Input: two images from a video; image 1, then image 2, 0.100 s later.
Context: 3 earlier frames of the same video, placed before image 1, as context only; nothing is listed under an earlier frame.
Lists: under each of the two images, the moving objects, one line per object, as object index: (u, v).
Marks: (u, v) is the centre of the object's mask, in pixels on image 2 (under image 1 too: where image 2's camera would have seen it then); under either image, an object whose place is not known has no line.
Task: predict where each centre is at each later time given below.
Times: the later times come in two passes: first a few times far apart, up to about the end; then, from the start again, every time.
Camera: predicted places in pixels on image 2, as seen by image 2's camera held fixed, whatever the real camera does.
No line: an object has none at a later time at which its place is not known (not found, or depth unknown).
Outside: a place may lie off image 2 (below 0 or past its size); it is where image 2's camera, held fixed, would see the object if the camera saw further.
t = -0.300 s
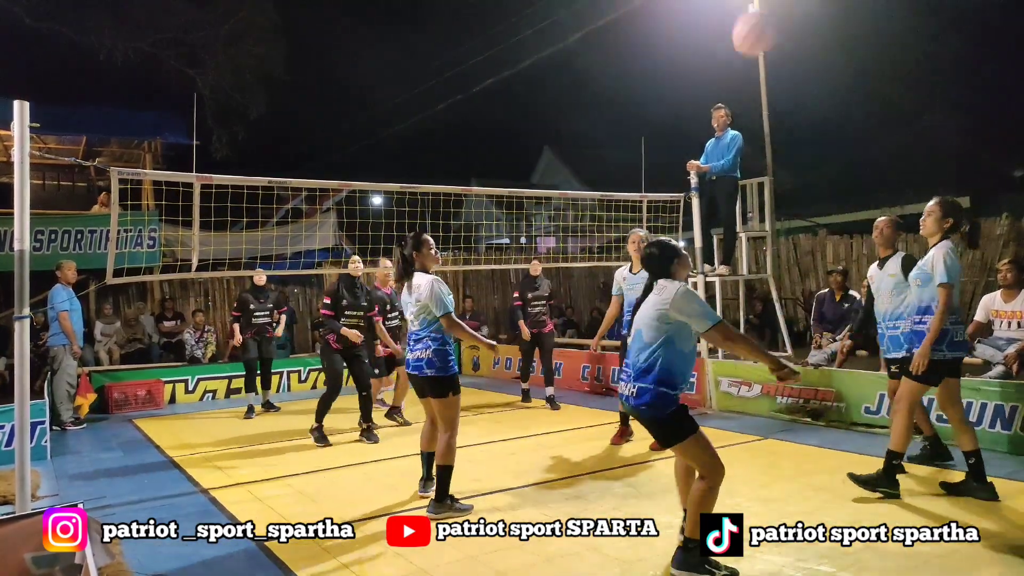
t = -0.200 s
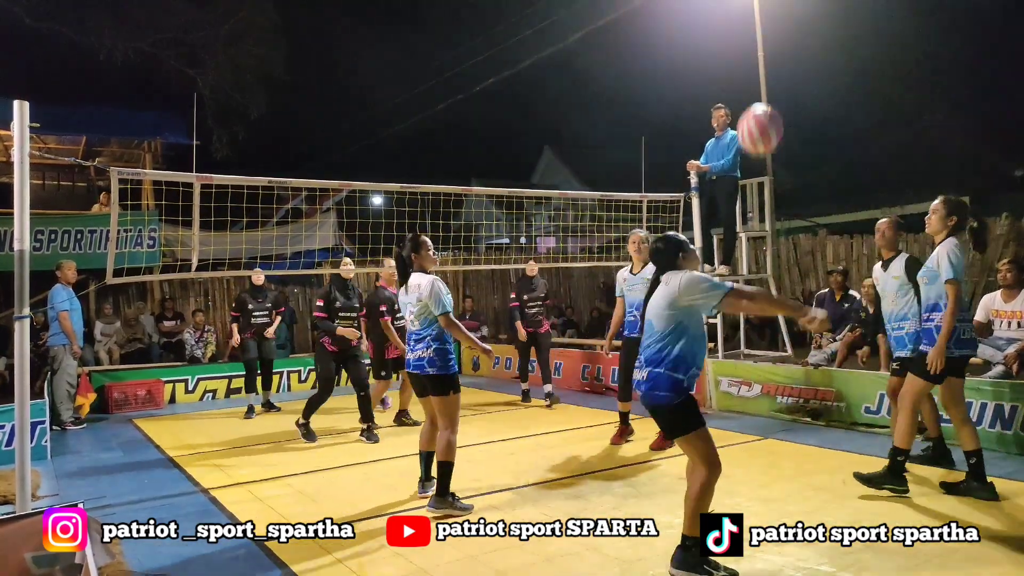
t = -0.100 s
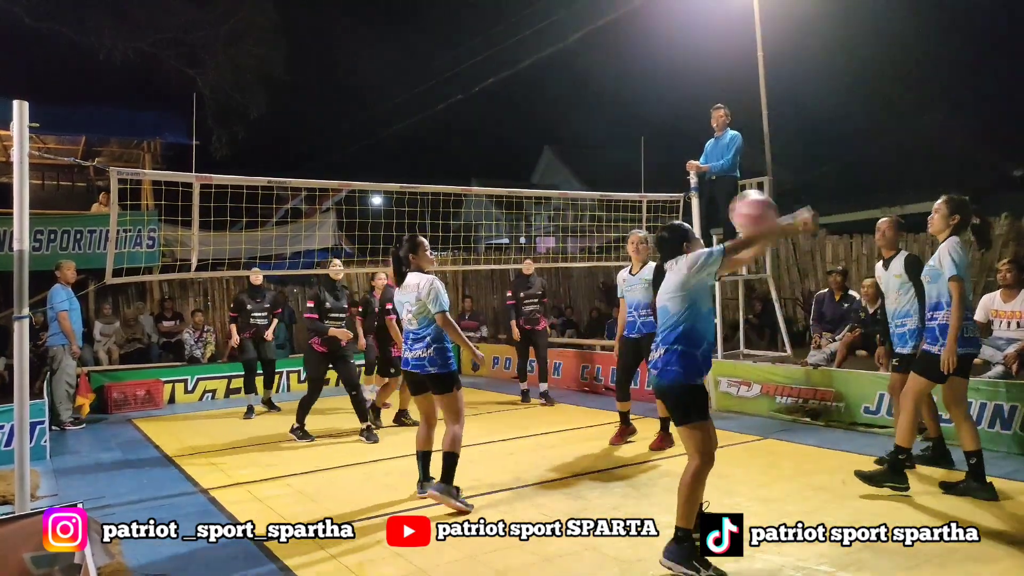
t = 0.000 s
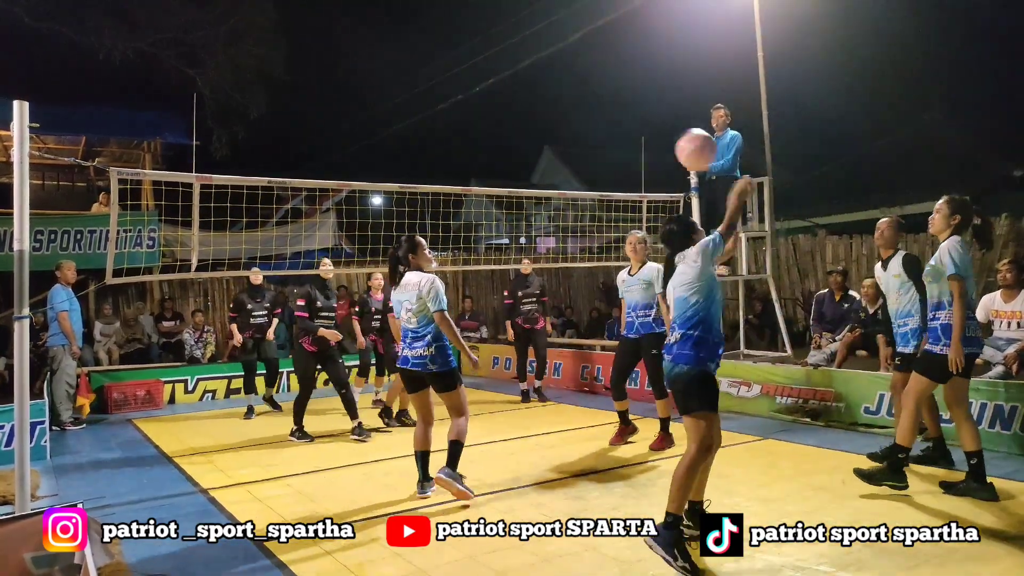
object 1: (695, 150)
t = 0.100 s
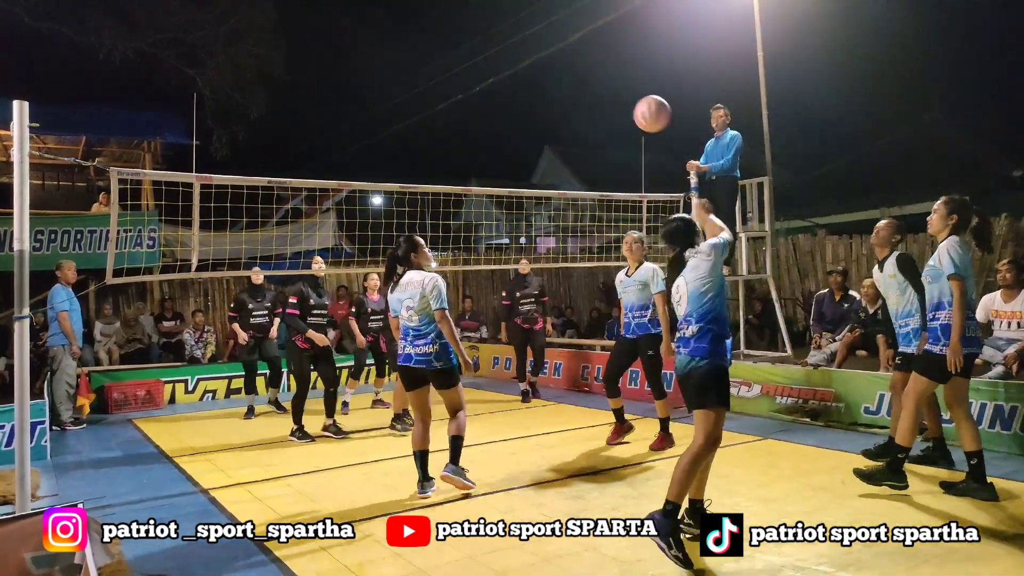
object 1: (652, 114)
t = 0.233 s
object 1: (605, 98)
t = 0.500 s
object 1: (540, 138)
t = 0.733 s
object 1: (509, 221)
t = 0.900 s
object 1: (493, 298)
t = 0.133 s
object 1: (639, 107)
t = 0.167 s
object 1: (626, 102)
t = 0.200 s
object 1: (615, 99)
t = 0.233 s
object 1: (605, 98)
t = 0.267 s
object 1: (594, 99)
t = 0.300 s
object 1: (585, 101)
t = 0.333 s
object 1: (576, 104)
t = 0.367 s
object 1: (567, 109)
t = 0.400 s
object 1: (560, 114)
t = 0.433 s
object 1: (553, 121)
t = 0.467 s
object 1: (546, 129)
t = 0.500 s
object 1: (540, 138)
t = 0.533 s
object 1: (535, 148)
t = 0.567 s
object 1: (530, 159)
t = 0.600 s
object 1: (525, 170)
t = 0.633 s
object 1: (520, 180)
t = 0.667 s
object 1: (516, 195)
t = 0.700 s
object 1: (512, 208)
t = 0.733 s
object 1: (509, 221)
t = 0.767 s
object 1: (505, 235)
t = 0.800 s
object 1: (502, 251)
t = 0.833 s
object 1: (499, 266)
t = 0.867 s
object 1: (496, 282)
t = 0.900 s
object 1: (493, 298)
